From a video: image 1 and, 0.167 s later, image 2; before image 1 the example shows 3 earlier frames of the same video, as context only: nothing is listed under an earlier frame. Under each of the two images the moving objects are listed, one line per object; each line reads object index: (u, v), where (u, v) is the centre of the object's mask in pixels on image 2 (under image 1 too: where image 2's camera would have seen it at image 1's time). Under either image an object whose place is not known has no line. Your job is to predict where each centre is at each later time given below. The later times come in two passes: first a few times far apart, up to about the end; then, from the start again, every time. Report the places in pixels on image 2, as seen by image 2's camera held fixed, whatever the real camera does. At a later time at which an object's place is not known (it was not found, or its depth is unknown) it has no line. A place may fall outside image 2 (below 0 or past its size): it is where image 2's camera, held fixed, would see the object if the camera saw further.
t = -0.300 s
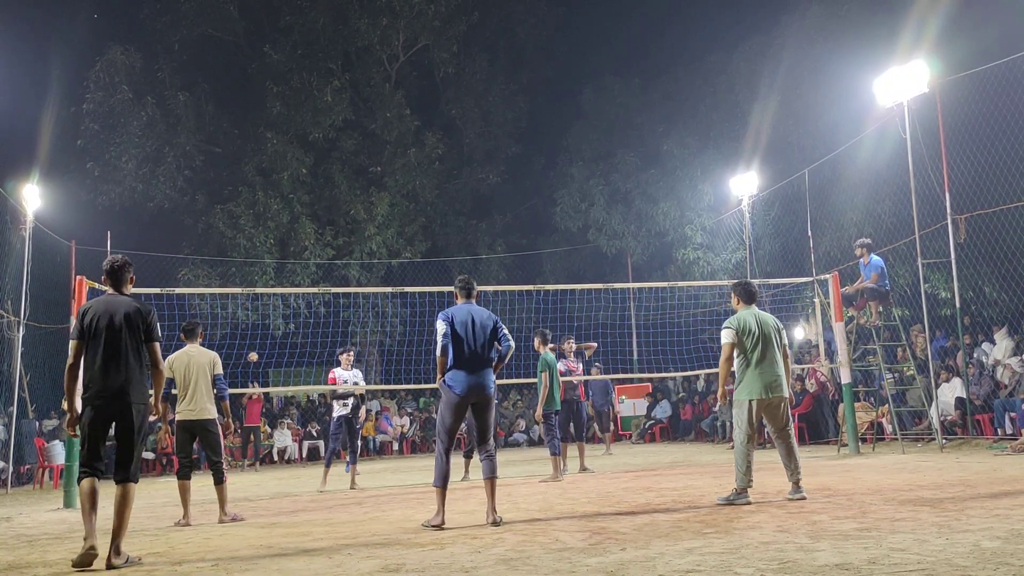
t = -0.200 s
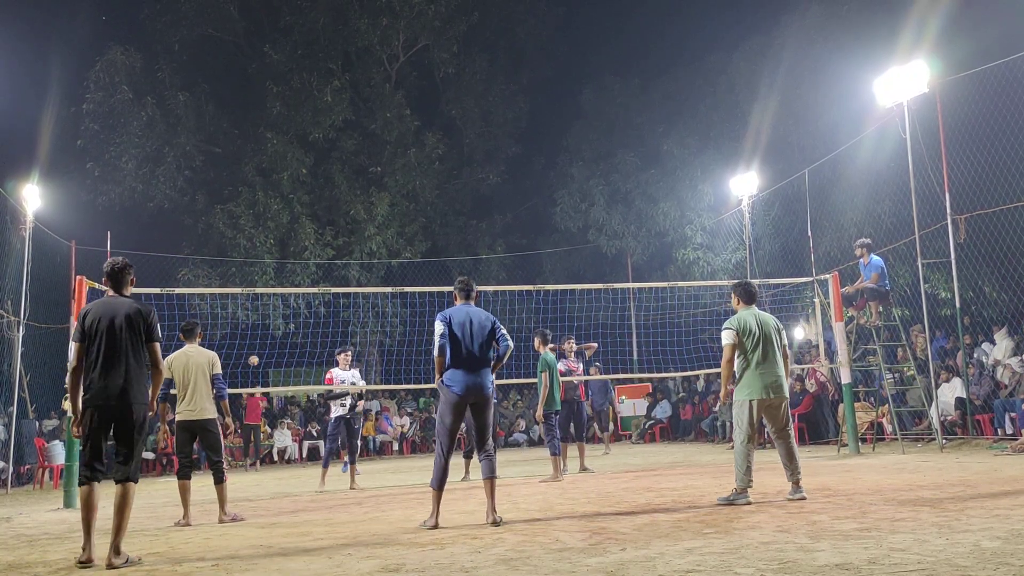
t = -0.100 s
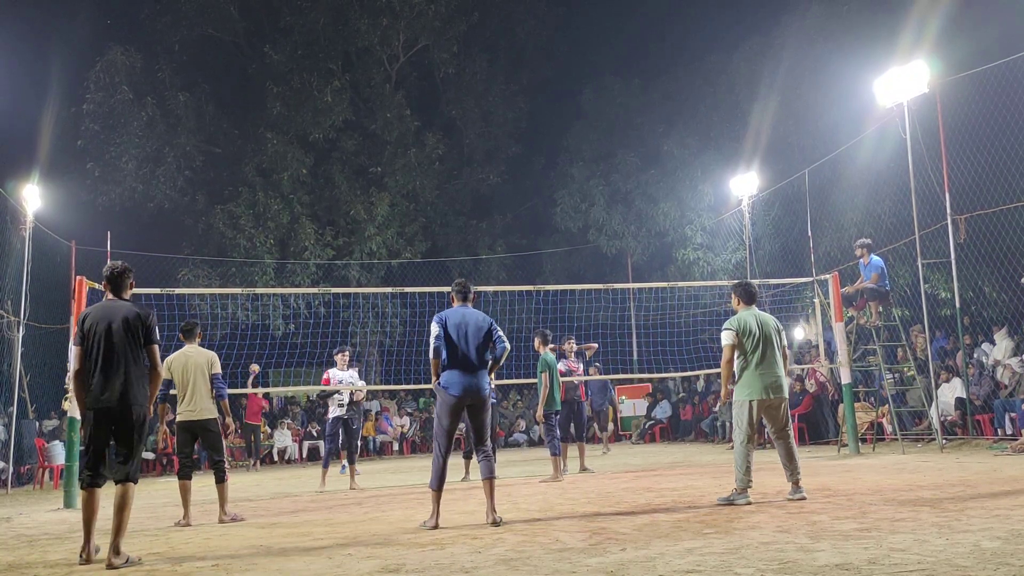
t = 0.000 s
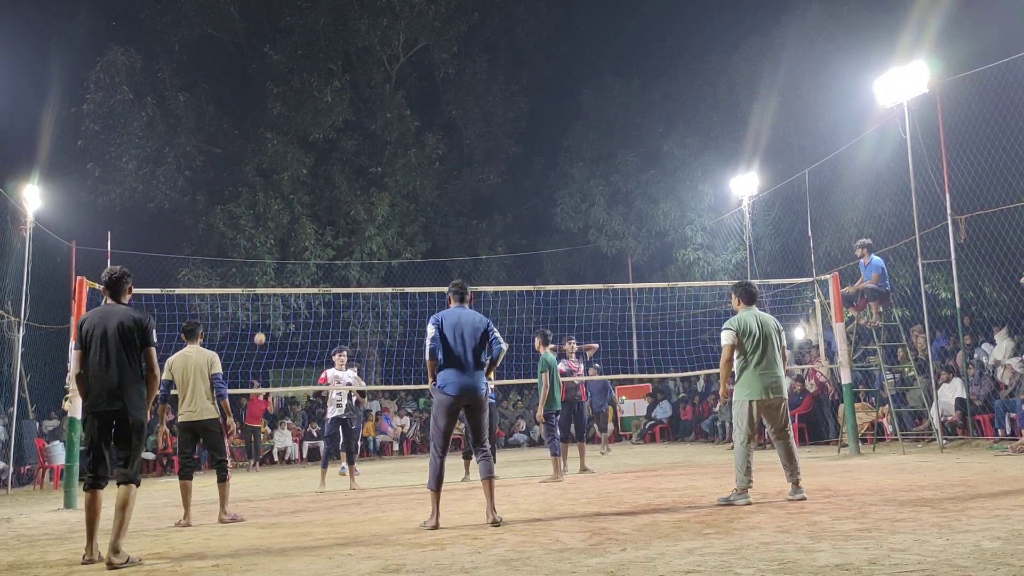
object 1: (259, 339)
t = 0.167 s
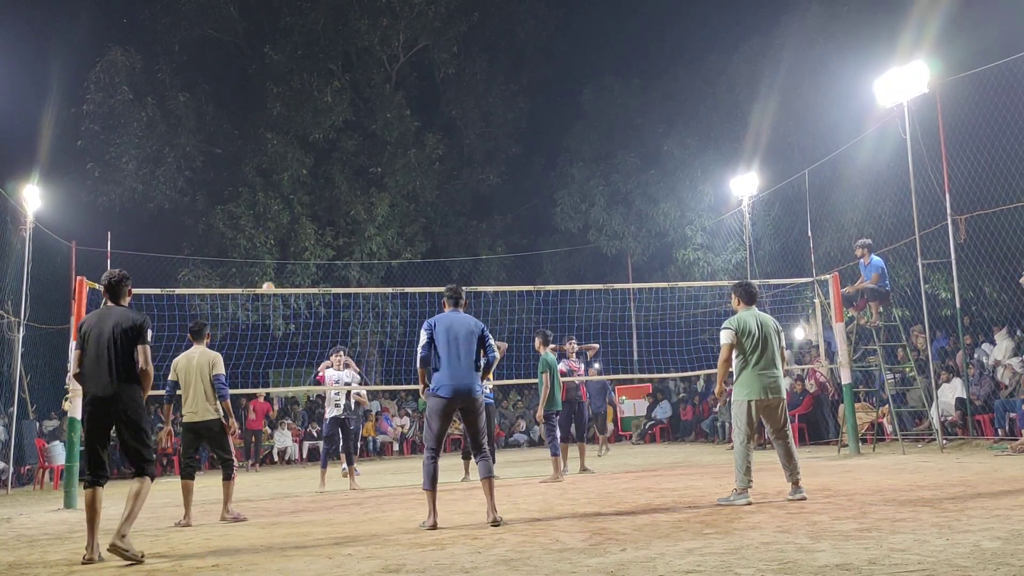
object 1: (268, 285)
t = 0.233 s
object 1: (271, 269)
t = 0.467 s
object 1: (279, 213)
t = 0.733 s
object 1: (298, 173)
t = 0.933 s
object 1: (325, 166)
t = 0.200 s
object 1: (270, 278)
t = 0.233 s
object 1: (271, 269)
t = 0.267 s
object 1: (272, 260)
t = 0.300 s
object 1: (274, 251)
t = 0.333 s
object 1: (275, 243)
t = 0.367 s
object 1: (276, 235)
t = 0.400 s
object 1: (277, 227)
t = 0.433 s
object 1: (278, 220)
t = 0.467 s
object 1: (279, 213)
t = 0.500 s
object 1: (281, 207)
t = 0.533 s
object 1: (282, 201)
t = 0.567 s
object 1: (284, 195)
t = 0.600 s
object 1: (286, 190)
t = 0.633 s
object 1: (289, 185)
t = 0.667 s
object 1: (292, 181)
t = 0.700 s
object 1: (295, 177)
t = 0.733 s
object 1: (298, 173)
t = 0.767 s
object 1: (302, 170)
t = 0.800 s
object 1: (306, 168)
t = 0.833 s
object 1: (310, 166)
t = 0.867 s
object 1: (315, 165)
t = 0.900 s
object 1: (320, 165)
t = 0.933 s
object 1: (325, 166)
